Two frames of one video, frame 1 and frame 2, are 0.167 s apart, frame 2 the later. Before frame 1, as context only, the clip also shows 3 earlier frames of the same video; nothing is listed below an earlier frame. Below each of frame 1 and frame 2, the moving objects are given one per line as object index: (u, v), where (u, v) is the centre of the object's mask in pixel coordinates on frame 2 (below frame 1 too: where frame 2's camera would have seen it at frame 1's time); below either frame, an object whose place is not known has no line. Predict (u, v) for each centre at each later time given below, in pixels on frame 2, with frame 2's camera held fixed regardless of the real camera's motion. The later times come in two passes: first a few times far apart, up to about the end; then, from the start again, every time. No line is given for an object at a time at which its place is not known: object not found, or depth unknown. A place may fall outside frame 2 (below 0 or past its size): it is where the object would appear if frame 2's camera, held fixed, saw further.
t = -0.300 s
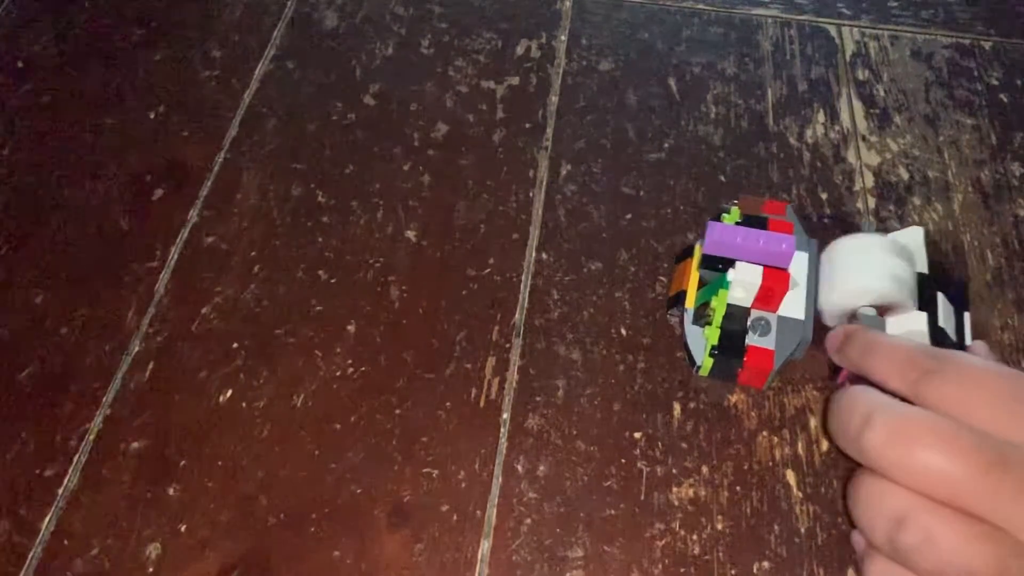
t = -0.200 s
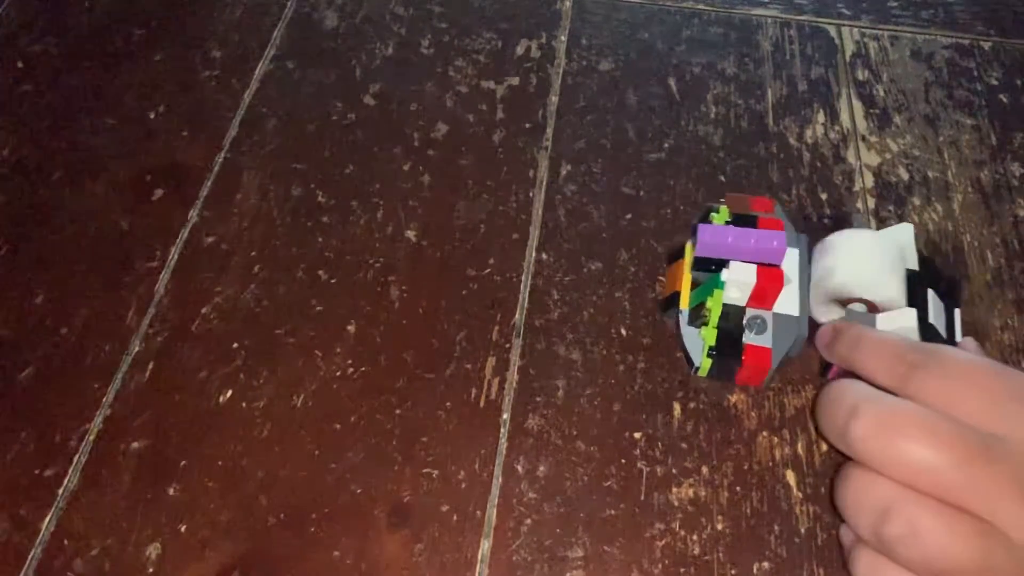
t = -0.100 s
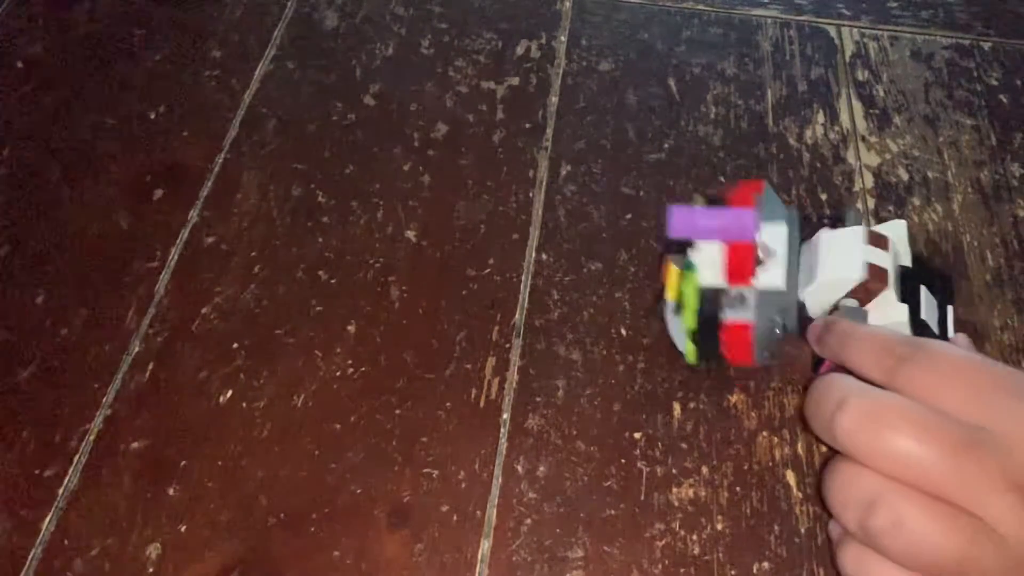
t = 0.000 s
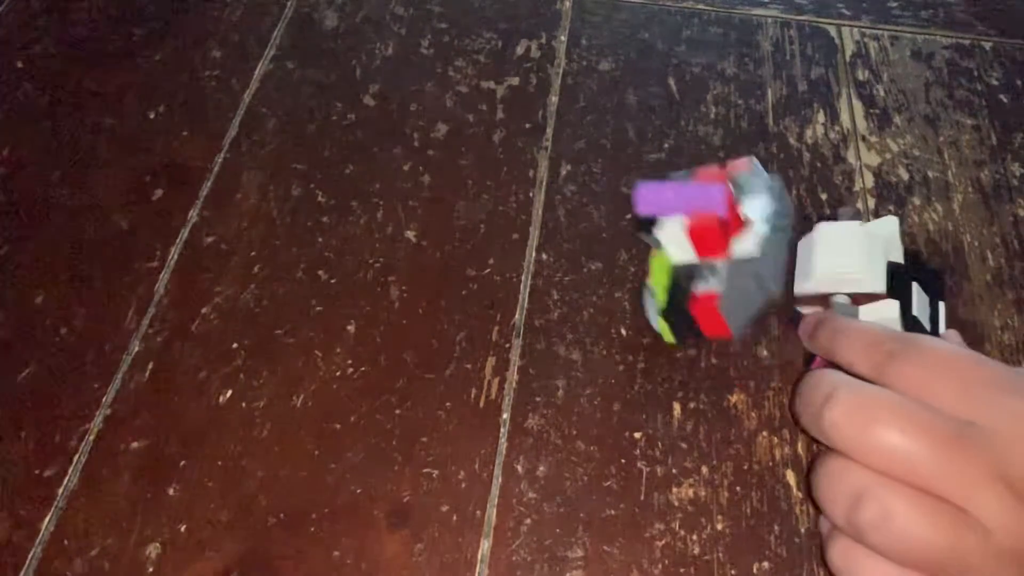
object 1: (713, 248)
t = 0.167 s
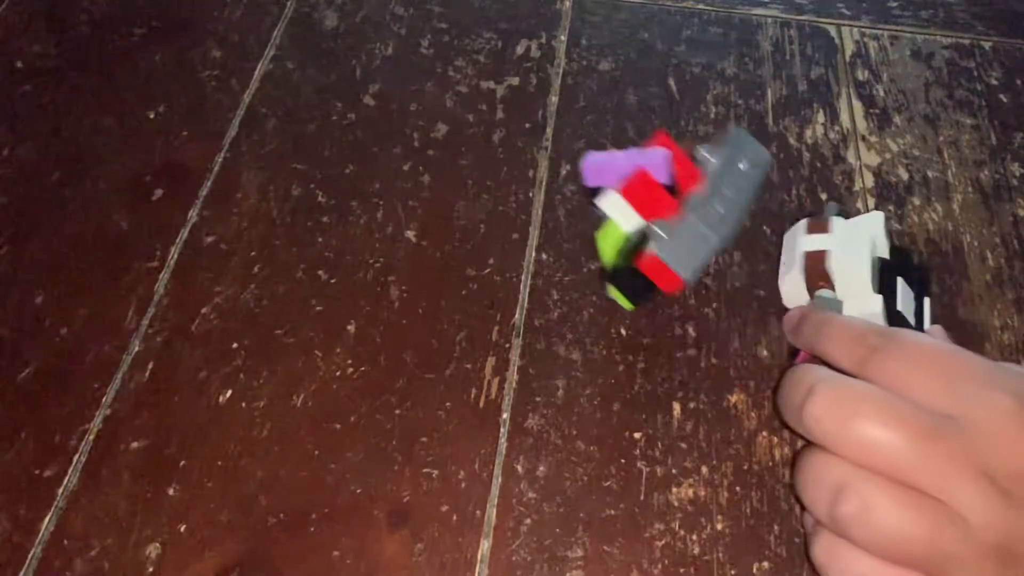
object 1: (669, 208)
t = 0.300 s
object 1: (629, 180)
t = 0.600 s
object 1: (564, 142)
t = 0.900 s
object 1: (481, 113)
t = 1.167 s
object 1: (403, 123)
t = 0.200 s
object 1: (659, 201)
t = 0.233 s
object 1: (648, 195)
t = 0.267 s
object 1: (639, 187)
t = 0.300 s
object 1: (629, 180)
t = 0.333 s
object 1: (620, 174)
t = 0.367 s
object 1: (616, 168)
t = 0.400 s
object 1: (608, 163)
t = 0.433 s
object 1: (602, 158)
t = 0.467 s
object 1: (595, 155)
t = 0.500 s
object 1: (588, 152)
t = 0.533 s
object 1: (580, 149)
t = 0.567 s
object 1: (572, 146)
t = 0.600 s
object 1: (564, 142)
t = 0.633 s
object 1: (556, 138)
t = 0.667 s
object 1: (547, 134)
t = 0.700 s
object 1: (539, 130)
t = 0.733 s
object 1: (530, 126)
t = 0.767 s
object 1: (520, 122)
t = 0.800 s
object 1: (511, 118)
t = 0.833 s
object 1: (501, 116)
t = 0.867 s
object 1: (488, 115)
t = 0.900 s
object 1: (481, 113)
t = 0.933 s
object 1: (471, 112)
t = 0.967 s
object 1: (459, 114)
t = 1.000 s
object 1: (448, 115)
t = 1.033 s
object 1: (440, 118)
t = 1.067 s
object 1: (430, 122)
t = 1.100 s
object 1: (420, 122)
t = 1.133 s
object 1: (411, 122)
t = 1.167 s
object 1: (403, 123)
